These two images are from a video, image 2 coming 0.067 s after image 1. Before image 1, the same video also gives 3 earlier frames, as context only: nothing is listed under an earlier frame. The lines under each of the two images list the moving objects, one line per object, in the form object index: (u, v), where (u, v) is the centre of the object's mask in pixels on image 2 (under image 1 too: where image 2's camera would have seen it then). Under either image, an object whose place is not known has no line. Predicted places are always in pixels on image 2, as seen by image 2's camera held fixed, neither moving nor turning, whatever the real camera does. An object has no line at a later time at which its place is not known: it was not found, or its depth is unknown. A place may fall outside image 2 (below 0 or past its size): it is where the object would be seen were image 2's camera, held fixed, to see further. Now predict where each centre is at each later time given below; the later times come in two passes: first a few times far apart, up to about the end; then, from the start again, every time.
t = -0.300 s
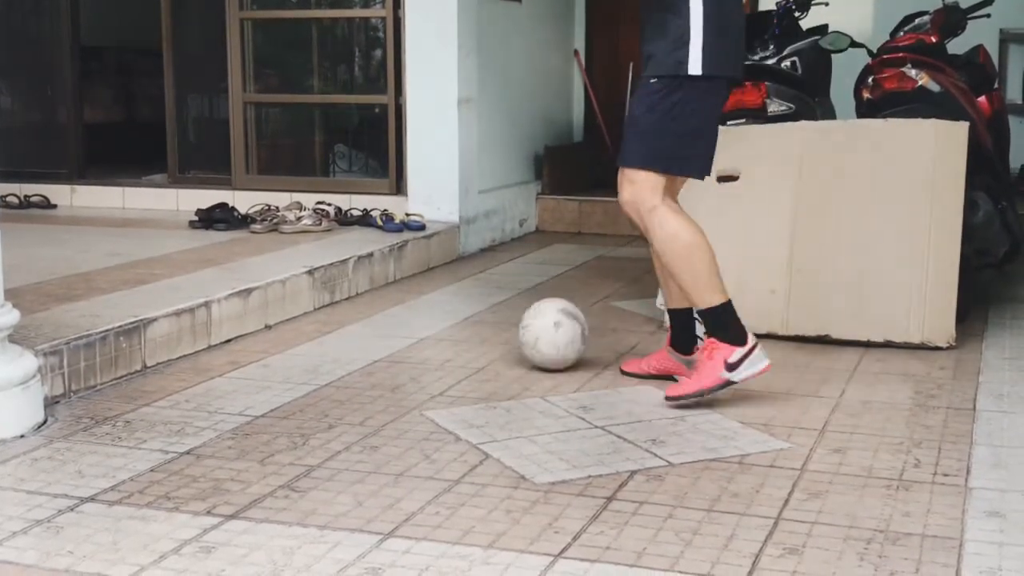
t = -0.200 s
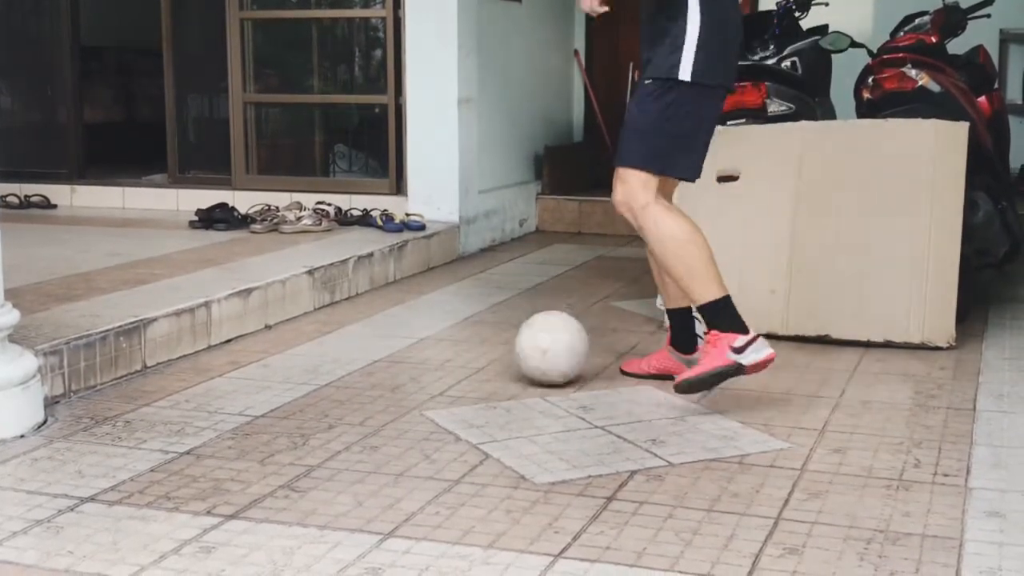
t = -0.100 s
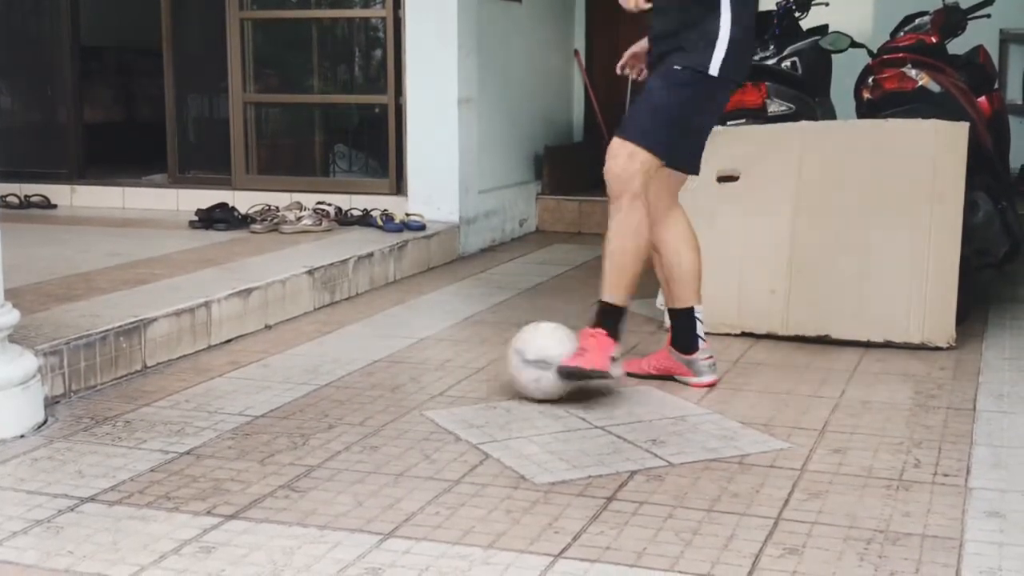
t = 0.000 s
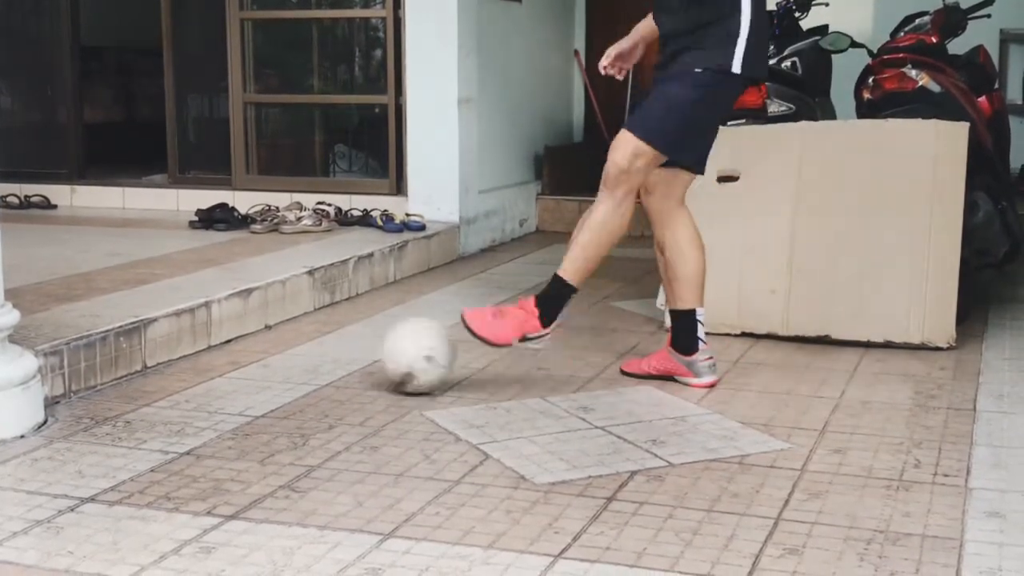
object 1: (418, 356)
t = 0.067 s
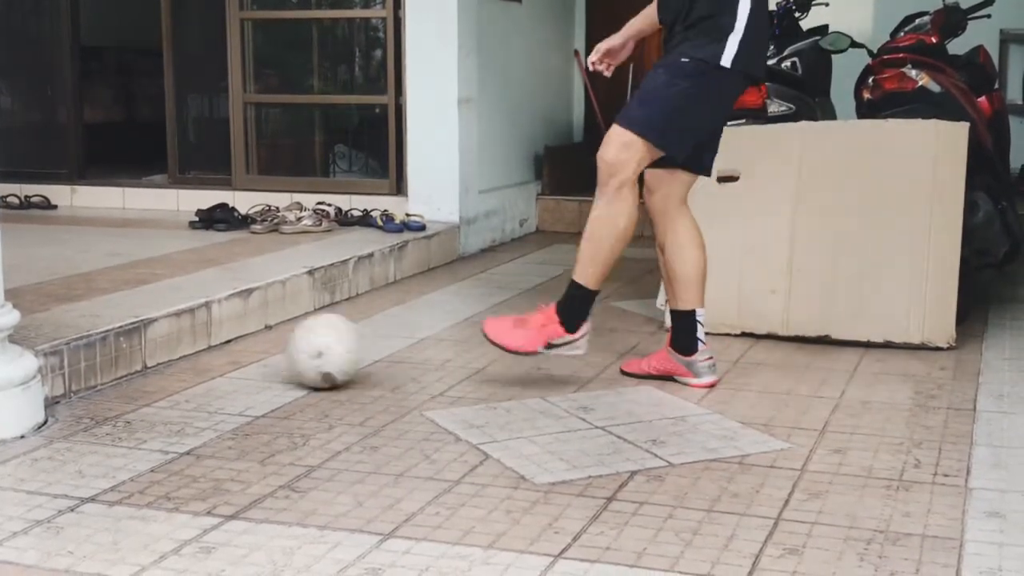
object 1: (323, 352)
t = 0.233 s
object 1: (181, 339)
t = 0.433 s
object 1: (270, 364)
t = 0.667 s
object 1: (330, 378)
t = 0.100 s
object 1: (282, 350)
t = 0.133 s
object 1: (242, 348)
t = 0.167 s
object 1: (201, 346)
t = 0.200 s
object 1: (168, 341)
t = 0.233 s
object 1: (181, 339)
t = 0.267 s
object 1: (199, 341)
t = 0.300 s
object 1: (216, 347)
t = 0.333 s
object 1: (234, 358)
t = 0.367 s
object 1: (246, 358)
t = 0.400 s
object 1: (259, 359)
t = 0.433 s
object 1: (270, 364)
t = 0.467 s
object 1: (281, 366)
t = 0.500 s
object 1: (291, 369)
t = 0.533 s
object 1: (297, 371)
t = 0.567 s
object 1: (307, 373)
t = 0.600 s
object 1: (314, 375)
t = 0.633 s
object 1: (321, 376)
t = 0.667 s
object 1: (330, 378)
